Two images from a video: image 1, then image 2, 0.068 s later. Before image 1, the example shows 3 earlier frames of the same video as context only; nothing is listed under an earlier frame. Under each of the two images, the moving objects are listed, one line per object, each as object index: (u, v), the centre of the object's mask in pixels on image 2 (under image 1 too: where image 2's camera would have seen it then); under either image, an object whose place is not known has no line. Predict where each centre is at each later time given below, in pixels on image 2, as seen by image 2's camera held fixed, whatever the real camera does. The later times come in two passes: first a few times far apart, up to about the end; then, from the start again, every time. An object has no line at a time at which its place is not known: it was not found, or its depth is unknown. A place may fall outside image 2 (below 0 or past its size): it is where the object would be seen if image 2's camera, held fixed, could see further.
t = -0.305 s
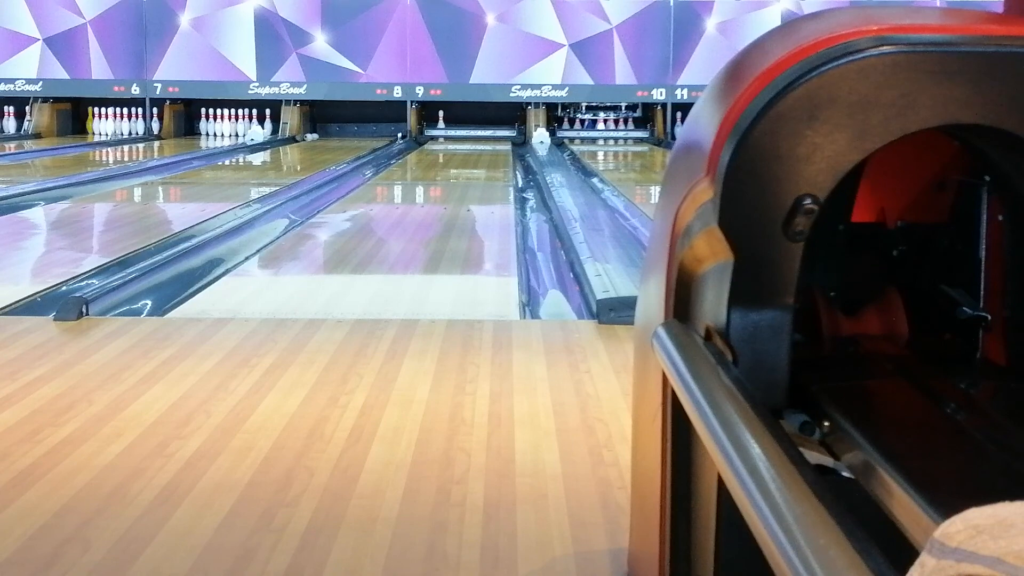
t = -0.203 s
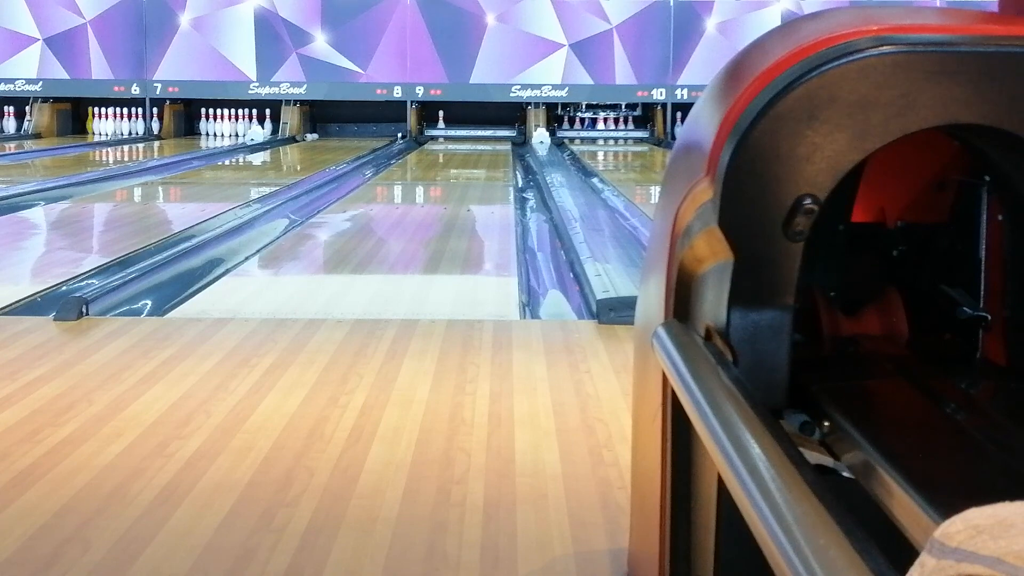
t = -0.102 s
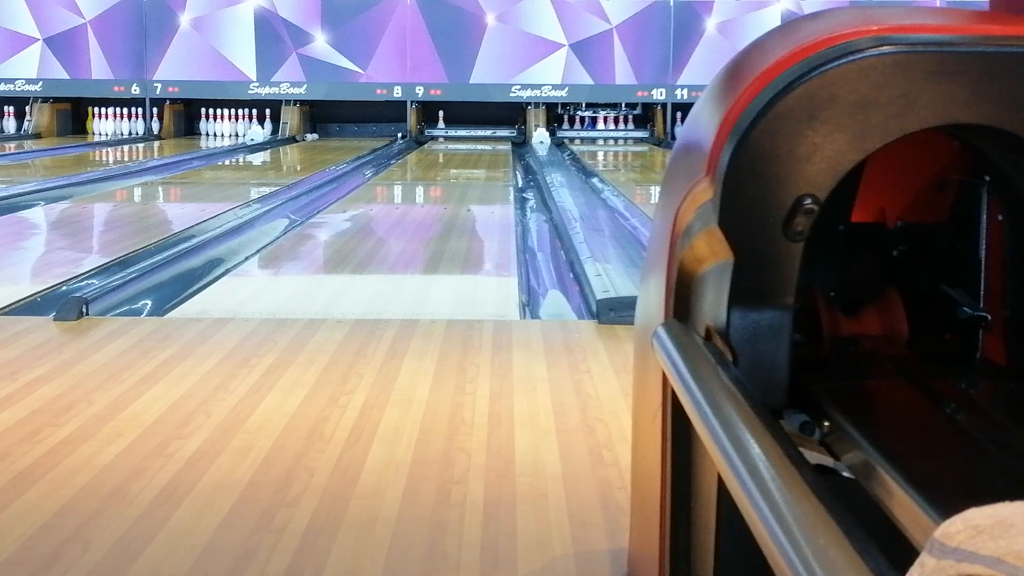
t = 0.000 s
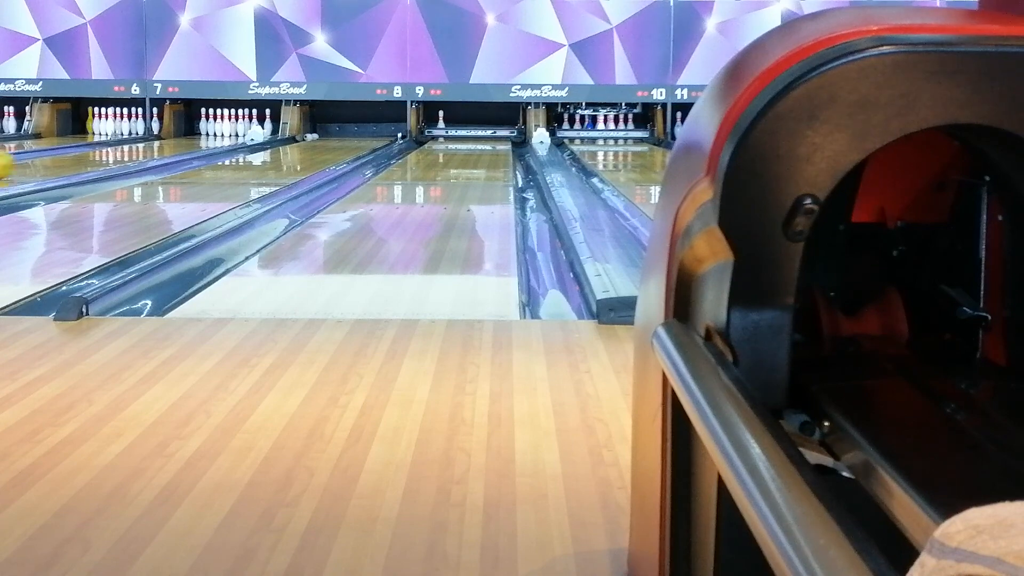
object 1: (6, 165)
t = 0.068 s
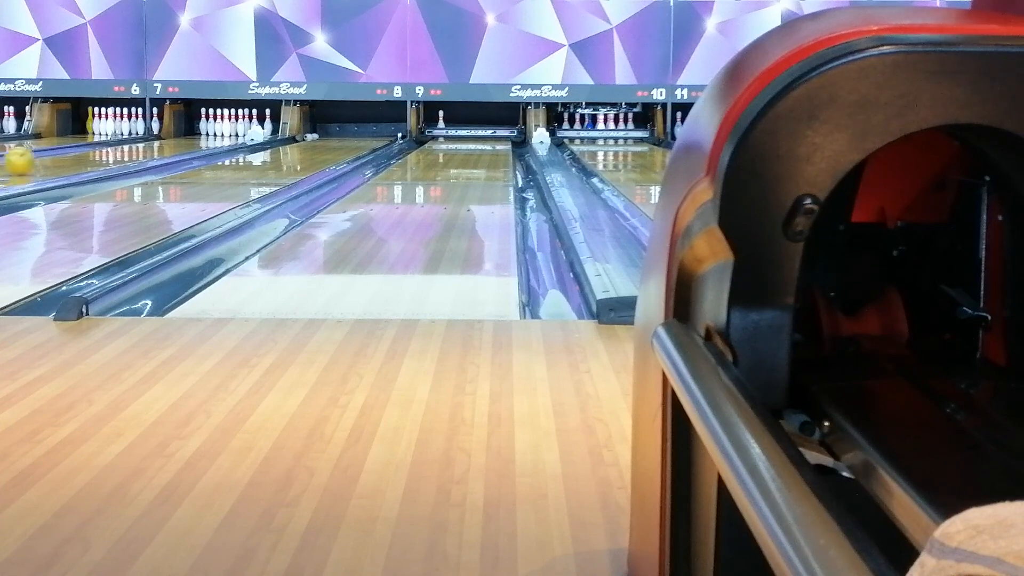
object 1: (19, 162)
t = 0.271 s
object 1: (72, 154)
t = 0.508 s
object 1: (119, 146)
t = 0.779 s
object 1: (161, 140)
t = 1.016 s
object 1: (189, 135)
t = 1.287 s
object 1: (214, 132)
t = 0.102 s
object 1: (28, 160)
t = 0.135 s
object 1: (38, 159)
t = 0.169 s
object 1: (47, 157)
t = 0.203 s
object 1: (55, 156)
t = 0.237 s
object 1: (64, 155)
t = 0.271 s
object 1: (72, 154)
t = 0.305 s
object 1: (79, 152)
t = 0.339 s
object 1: (86, 151)
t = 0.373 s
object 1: (93, 150)
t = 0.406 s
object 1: (99, 148)
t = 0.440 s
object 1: (106, 148)
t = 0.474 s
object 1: (113, 147)
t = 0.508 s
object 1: (119, 146)
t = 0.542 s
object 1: (125, 145)
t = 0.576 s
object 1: (131, 144)
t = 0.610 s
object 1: (136, 144)
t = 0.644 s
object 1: (142, 142)
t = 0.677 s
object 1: (146, 142)
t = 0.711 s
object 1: (152, 141)
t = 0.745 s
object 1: (156, 140)
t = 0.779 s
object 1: (161, 140)
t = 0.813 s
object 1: (166, 139)
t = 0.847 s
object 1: (170, 138)
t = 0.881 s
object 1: (174, 138)
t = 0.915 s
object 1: (178, 137)
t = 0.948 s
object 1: (182, 136)
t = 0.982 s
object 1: (186, 136)
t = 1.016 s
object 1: (189, 135)
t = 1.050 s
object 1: (192, 135)
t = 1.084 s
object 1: (195, 134)
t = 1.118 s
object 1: (199, 134)
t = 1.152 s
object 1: (201, 134)
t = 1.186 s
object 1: (205, 133)
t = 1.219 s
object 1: (208, 132)
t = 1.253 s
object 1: (211, 132)
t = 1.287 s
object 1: (214, 132)
